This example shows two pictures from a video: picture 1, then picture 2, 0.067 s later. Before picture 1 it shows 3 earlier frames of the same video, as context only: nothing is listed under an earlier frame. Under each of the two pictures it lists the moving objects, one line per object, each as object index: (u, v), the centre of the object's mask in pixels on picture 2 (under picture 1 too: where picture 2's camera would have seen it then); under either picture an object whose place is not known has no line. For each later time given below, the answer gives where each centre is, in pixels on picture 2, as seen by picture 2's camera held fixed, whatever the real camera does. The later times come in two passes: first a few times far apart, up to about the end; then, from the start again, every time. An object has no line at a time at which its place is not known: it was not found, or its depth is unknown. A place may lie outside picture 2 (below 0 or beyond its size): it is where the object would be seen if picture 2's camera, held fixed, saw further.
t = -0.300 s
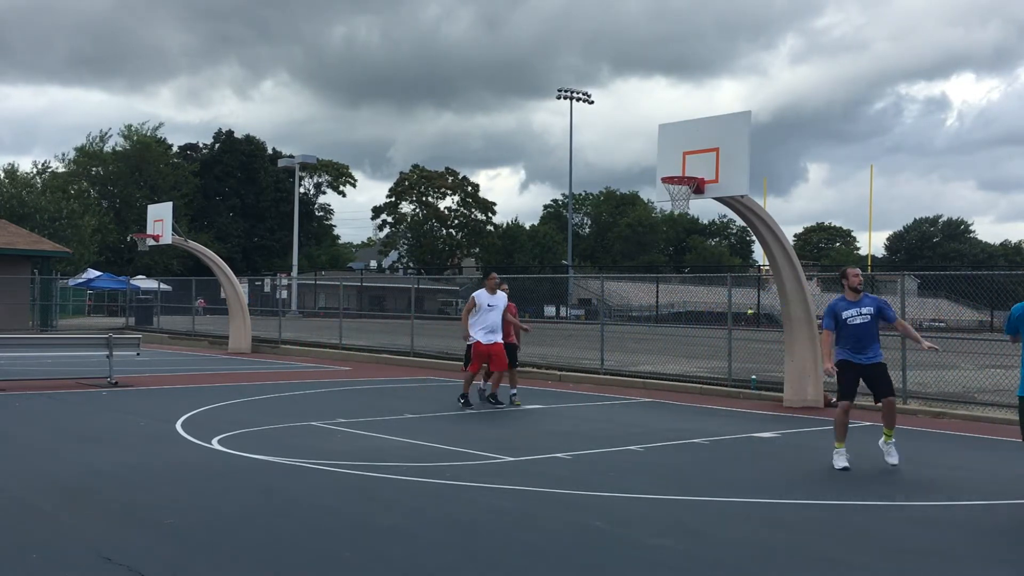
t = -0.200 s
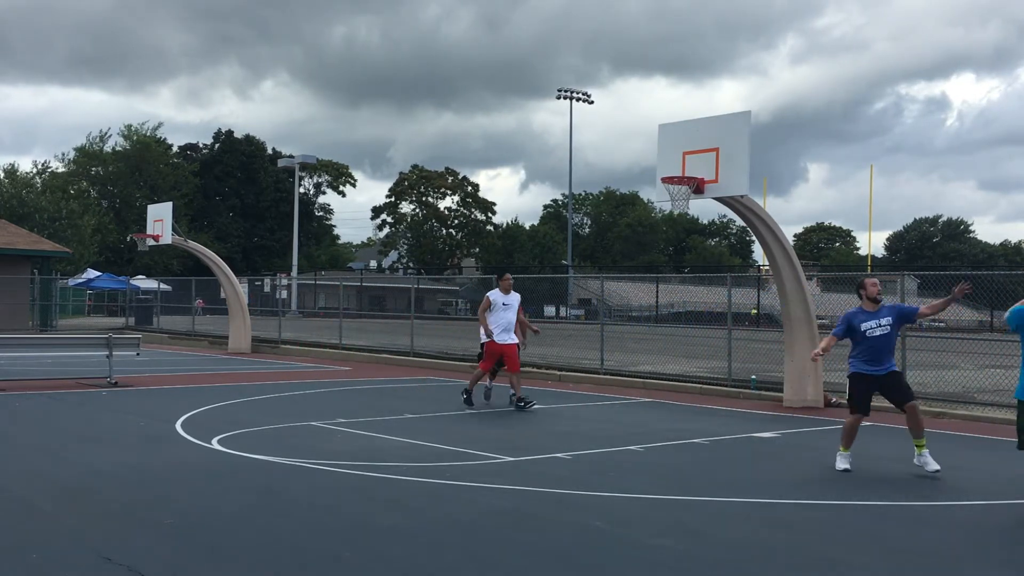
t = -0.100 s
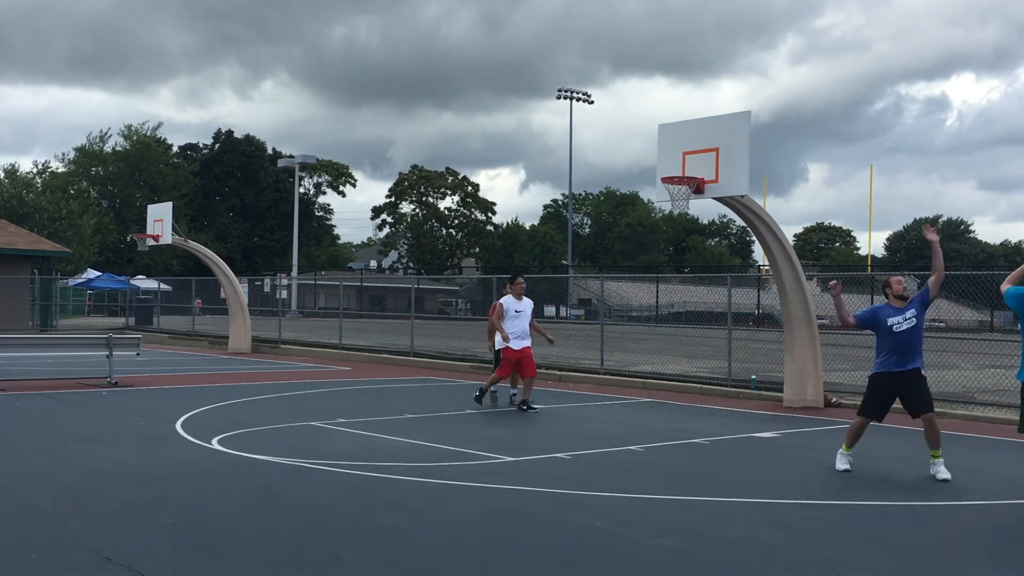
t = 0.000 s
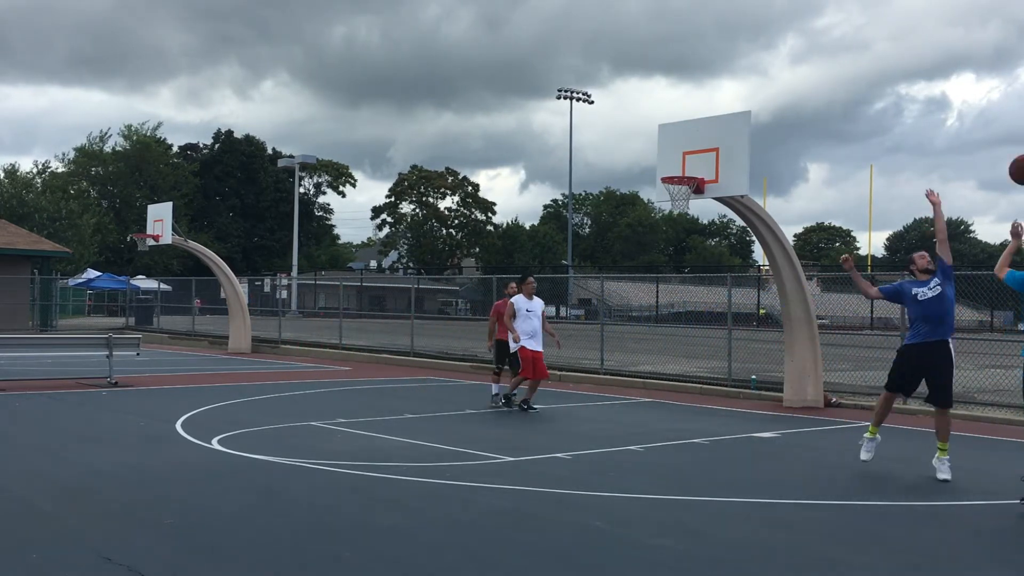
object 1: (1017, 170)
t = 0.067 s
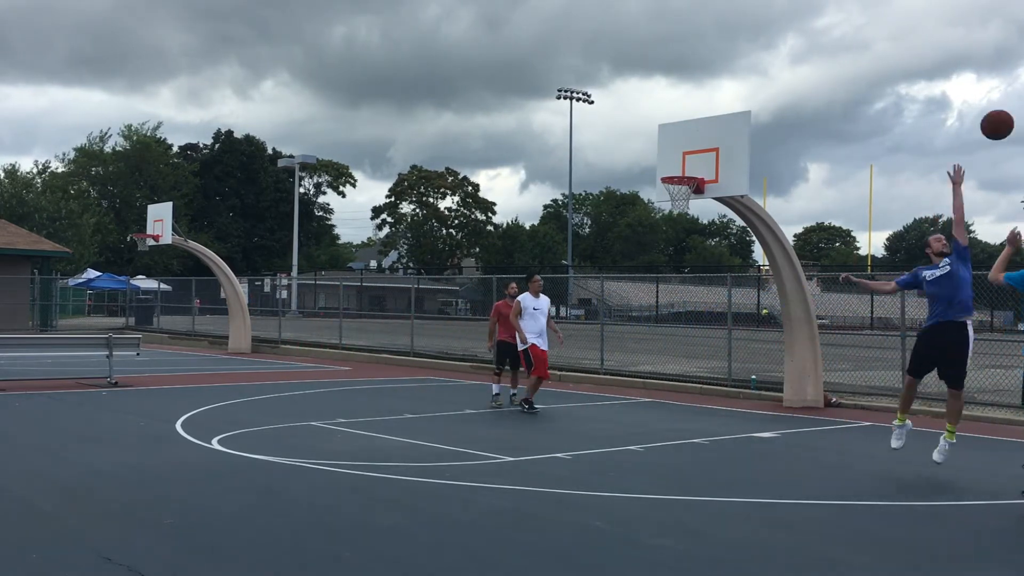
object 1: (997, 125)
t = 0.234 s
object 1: (933, 49)
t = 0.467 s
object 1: (860, 10)
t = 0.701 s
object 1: (800, 27)
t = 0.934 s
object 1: (751, 84)
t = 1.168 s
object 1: (702, 155)
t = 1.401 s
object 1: (660, 156)
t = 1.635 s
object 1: (640, 145)
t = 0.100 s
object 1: (983, 105)
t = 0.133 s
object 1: (970, 88)
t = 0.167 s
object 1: (957, 73)
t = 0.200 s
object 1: (944, 60)
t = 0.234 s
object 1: (933, 49)
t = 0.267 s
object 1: (921, 39)
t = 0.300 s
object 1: (910, 31)
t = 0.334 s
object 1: (899, 24)
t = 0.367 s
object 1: (889, 18)
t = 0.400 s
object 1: (879, 14)
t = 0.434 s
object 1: (869, 12)
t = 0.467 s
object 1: (860, 10)
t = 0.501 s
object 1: (850, 10)
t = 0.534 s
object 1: (841, 10)
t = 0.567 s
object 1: (832, 11)
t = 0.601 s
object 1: (824, 14)
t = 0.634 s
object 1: (816, 17)
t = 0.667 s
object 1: (808, 22)
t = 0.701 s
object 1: (800, 27)
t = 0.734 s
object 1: (793, 33)
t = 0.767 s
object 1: (785, 40)
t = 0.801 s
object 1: (778, 47)
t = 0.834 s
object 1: (771, 55)
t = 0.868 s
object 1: (764, 64)
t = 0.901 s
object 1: (758, 74)
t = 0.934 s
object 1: (751, 84)
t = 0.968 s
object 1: (745, 95)
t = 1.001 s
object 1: (738, 107)
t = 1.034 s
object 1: (732, 119)
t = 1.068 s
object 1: (727, 132)
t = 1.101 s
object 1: (719, 139)
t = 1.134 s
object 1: (710, 147)
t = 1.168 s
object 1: (702, 155)
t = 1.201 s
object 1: (693, 165)
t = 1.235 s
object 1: (685, 169)
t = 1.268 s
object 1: (678, 169)
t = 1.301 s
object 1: (671, 169)
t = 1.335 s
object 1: (666, 167)
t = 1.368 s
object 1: (663, 161)
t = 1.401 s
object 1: (660, 156)
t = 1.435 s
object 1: (657, 152)
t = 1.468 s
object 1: (654, 149)
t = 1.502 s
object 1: (652, 147)
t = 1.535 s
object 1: (649, 145)
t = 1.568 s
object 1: (646, 144)
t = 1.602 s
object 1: (643, 144)
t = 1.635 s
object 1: (640, 145)
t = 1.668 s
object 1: (637, 147)
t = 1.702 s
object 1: (634, 150)
